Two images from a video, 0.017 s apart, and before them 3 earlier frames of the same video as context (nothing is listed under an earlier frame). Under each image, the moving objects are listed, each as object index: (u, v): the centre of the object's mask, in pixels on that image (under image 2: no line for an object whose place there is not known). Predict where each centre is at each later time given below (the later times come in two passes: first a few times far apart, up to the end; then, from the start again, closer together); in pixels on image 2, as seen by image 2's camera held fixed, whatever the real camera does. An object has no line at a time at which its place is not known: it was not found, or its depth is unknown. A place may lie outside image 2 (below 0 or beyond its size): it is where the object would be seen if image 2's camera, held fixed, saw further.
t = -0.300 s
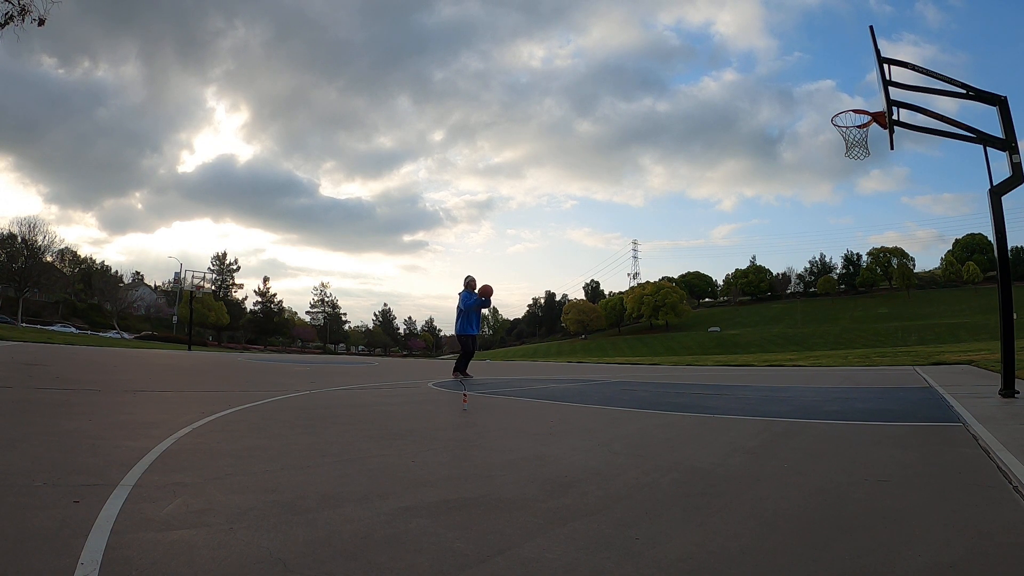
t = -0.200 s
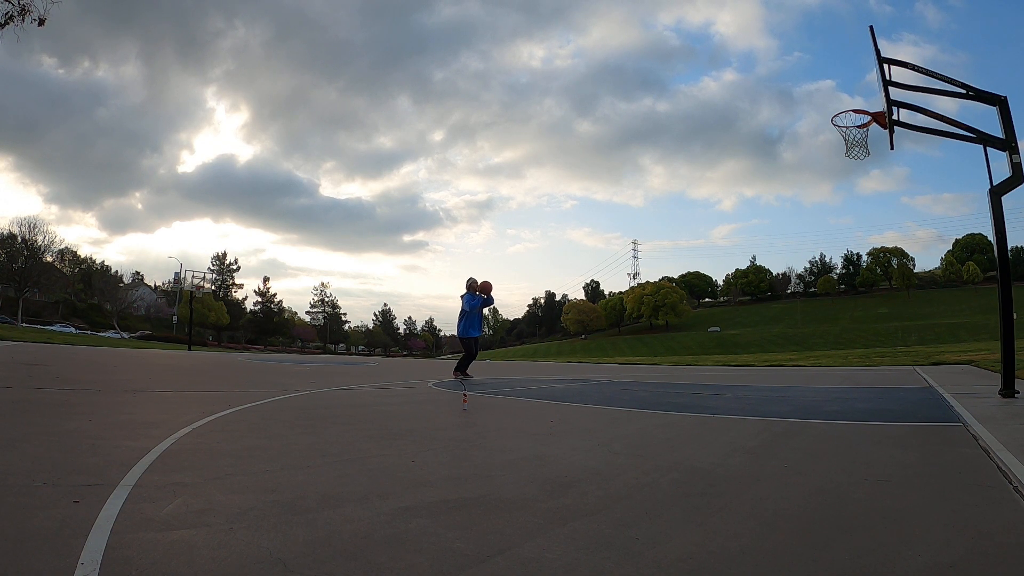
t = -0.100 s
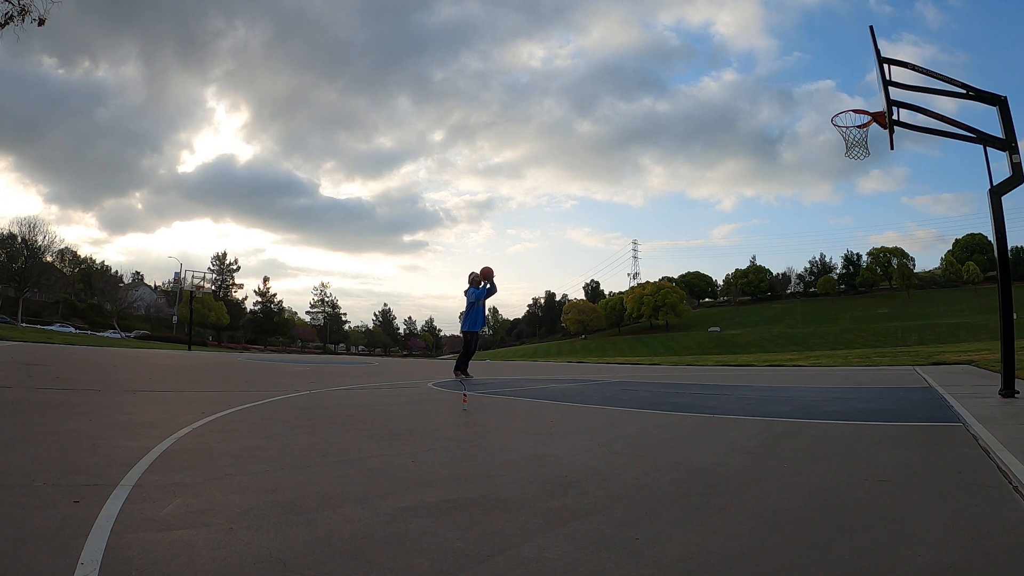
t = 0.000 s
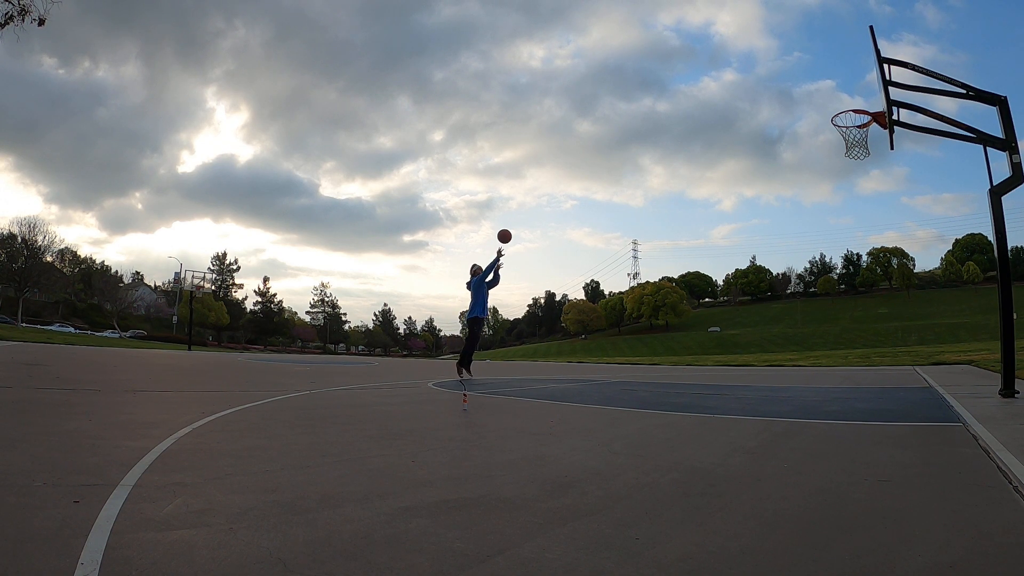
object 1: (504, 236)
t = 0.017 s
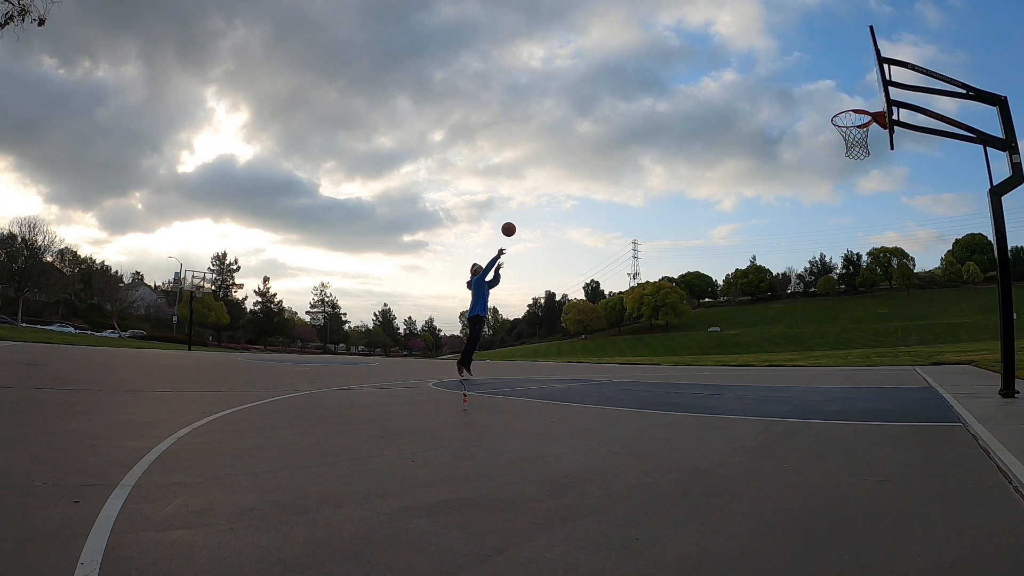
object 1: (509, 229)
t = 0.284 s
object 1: (580, 135)
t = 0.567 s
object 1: (667, 75)
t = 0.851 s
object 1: (772, 63)
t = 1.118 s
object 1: (863, 92)
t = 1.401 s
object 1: (804, 34)
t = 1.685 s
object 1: (752, 39)
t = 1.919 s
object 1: (710, 99)
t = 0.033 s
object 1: (513, 222)
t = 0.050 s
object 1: (517, 216)
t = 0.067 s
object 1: (521, 209)
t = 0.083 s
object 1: (525, 203)
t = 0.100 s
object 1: (530, 196)
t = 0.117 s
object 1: (534, 190)
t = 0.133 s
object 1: (538, 184)
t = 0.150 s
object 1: (543, 178)
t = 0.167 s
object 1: (547, 172)
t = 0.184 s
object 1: (552, 166)
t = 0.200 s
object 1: (556, 161)
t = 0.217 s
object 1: (561, 156)
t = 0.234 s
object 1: (566, 150)
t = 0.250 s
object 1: (570, 145)
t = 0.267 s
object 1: (575, 140)
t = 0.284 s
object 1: (580, 135)
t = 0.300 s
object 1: (584, 130)
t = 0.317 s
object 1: (589, 126)
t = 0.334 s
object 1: (594, 122)
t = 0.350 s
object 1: (599, 117)
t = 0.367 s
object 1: (604, 113)
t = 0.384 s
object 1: (609, 109)
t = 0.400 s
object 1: (614, 105)
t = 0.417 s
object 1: (619, 101)
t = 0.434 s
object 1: (624, 98)
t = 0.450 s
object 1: (629, 95)
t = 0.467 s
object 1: (634, 91)
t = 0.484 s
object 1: (639, 88)
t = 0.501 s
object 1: (645, 85)
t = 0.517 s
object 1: (650, 82)
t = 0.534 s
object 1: (656, 80)
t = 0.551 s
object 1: (661, 77)
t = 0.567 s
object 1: (667, 75)
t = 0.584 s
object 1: (672, 73)
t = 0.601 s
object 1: (678, 71)
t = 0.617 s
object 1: (684, 69)
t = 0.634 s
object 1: (689, 67)
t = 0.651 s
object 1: (695, 66)
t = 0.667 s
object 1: (701, 64)
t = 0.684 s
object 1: (707, 63)
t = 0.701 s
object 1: (713, 62)
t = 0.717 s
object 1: (719, 62)
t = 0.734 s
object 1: (725, 61)
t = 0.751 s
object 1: (732, 61)
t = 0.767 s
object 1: (738, 61)
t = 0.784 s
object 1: (745, 61)
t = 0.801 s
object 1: (751, 61)
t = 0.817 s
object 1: (758, 61)
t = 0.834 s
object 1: (765, 62)
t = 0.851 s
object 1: (772, 63)
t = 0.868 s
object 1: (779, 64)
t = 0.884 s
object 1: (786, 66)
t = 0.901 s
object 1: (793, 67)
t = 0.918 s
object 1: (801, 69)
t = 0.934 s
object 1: (808, 71)
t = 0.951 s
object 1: (816, 74)
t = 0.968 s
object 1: (824, 76)
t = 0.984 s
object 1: (832, 79)
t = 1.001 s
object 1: (839, 82)
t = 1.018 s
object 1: (848, 86)
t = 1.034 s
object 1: (856, 90)
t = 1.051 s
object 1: (864, 94)
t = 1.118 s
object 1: (863, 92)
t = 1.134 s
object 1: (860, 87)
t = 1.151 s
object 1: (856, 82)
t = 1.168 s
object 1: (852, 77)
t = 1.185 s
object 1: (849, 73)
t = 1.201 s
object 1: (845, 68)
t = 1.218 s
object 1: (841, 64)
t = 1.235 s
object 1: (838, 61)
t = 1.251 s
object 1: (834, 57)
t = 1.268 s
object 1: (831, 54)
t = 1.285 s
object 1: (828, 50)
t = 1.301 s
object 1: (824, 48)
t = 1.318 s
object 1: (821, 45)
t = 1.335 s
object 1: (818, 42)
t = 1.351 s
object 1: (814, 40)
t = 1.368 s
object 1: (811, 38)
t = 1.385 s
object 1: (808, 36)
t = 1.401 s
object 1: (804, 34)
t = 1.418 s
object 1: (801, 33)
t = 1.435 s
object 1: (798, 32)
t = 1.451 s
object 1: (795, 31)
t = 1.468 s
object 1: (792, 30)
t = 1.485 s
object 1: (788, 29)
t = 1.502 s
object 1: (785, 29)
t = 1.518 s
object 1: (782, 29)
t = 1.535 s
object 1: (779, 29)
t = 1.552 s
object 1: (776, 29)
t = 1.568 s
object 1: (773, 29)
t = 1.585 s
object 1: (770, 30)
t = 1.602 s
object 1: (767, 31)
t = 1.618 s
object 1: (764, 32)
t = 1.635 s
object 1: (761, 33)
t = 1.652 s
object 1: (758, 35)
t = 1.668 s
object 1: (755, 37)
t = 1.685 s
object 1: (752, 39)
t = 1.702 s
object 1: (749, 42)
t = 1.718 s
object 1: (746, 44)
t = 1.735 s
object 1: (743, 47)
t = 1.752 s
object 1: (740, 50)
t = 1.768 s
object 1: (737, 54)
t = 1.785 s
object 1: (735, 58)
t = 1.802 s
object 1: (732, 61)
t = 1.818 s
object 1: (729, 66)
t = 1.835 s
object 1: (726, 70)
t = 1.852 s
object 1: (723, 75)
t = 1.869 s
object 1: (720, 81)
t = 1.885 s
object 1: (716, 86)
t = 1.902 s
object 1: (713, 92)
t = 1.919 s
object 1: (710, 99)
